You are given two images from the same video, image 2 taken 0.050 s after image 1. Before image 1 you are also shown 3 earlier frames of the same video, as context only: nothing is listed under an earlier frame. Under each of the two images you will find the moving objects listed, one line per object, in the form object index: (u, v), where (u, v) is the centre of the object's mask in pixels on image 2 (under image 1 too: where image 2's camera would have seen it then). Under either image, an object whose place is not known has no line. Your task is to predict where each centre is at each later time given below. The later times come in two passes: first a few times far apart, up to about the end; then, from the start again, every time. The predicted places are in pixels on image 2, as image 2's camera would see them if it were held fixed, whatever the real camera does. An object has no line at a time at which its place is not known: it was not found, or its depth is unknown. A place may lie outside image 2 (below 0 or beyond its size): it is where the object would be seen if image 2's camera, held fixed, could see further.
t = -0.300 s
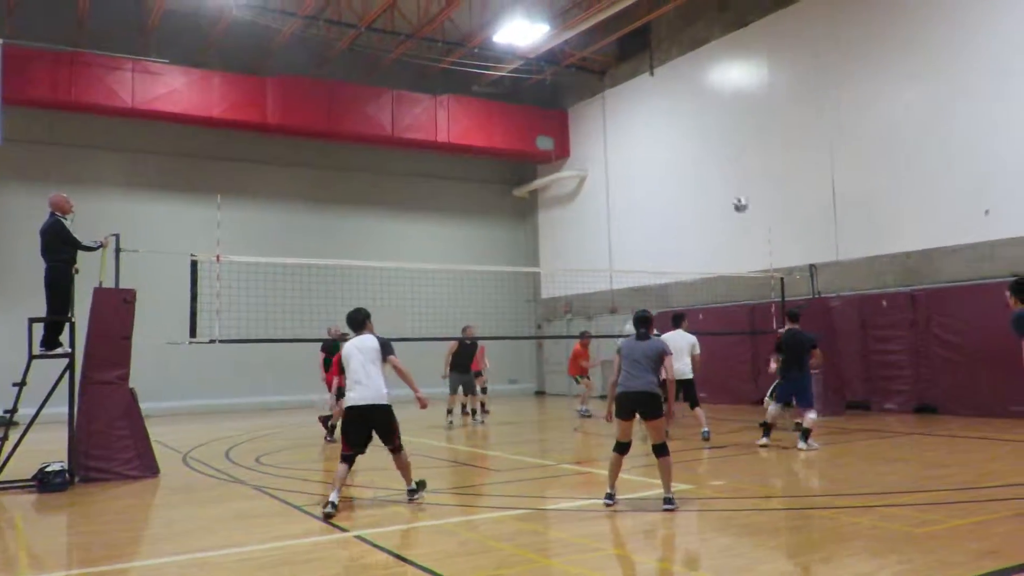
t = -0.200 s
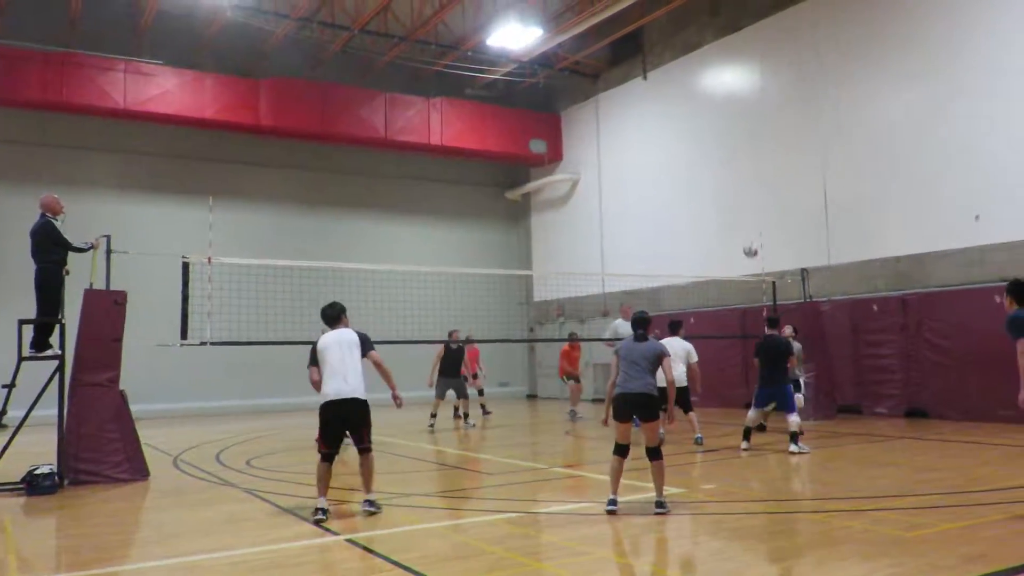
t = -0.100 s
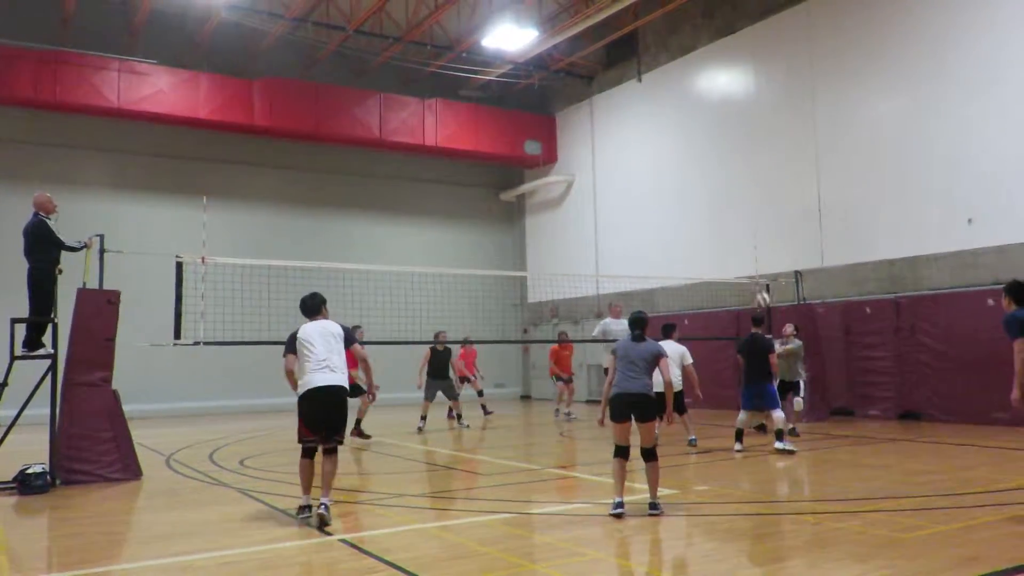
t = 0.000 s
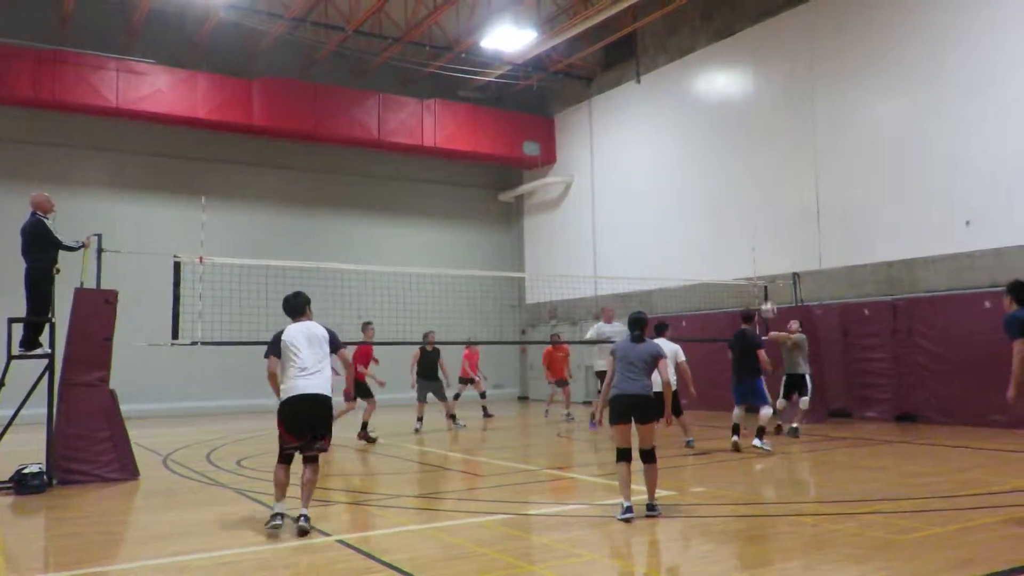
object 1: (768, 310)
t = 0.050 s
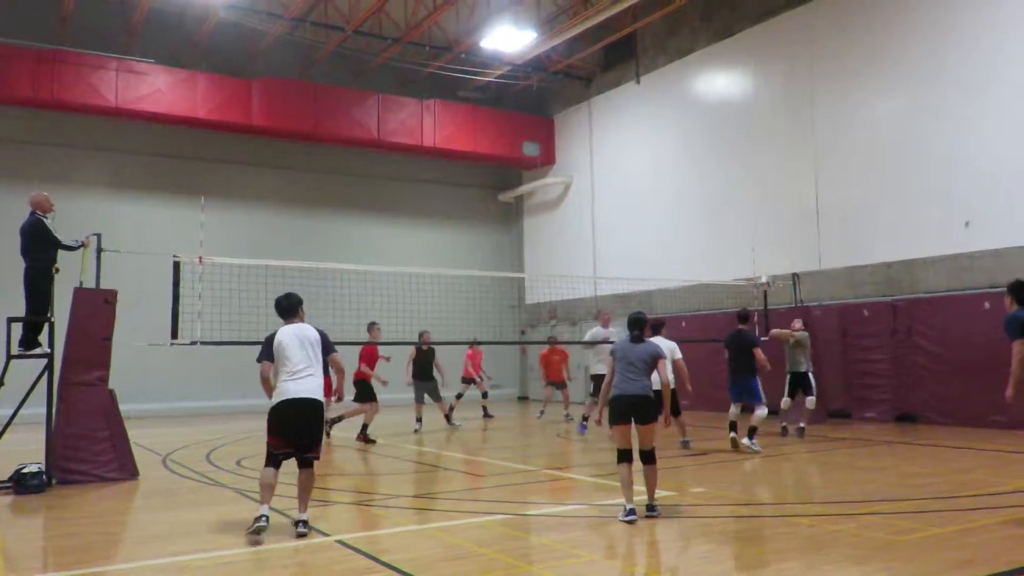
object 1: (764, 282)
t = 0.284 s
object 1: (746, 184)
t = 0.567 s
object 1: (726, 117)
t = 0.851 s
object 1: (710, 104)
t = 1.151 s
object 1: (694, 150)
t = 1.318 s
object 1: (688, 201)
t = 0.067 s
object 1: (762, 276)
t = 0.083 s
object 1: (761, 268)
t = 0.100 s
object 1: (760, 260)
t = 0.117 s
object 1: (759, 252)
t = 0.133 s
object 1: (758, 244)
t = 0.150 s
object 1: (756, 236)
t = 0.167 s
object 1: (755, 228)
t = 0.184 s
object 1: (754, 221)
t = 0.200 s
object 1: (752, 215)
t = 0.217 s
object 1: (751, 208)
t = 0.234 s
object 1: (749, 202)
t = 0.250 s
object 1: (749, 196)
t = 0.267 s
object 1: (748, 190)
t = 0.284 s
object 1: (746, 184)
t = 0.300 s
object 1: (745, 178)
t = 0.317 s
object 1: (744, 172)
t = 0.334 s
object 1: (743, 167)
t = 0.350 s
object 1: (742, 163)
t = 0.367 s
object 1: (741, 158)
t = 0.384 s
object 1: (740, 153)
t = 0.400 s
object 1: (738, 149)
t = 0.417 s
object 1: (737, 145)
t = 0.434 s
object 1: (736, 141)
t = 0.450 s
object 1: (735, 138)
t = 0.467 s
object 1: (734, 134)
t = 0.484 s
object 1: (732, 131)
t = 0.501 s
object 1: (731, 128)
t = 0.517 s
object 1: (730, 125)
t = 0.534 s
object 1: (729, 122)
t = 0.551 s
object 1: (728, 120)
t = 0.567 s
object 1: (726, 117)
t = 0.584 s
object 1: (725, 115)
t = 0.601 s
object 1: (724, 113)
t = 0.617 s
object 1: (723, 110)
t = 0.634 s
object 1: (722, 109)
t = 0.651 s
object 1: (721, 107)
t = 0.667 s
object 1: (720, 106)
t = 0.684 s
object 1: (719, 105)
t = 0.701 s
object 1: (718, 104)
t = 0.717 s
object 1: (718, 103)
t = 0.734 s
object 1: (717, 103)
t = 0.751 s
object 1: (716, 102)
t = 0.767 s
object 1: (715, 102)
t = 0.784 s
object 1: (714, 102)
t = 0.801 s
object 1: (713, 102)
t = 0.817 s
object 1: (712, 103)
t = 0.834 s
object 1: (711, 104)
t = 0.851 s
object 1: (710, 104)
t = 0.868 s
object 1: (709, 105)
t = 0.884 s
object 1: (708, 107)
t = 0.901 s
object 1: (707, 108)
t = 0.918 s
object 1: (706, 109)
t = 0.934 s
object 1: (705, 111)
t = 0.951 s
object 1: (704, 113)
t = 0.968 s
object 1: (703, 115)
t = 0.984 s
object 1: (702, 118)
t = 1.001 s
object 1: (702, 120)
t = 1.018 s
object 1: (701, 123)
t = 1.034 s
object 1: (700, 125)
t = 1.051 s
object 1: (699, 128)
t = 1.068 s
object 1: (698, 132)
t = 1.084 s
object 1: (697, 135)
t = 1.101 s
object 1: (697, 138)
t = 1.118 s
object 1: (696, 142)
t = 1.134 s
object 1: (695, 146)
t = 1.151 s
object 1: (694, 150)
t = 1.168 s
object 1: (694, 154)
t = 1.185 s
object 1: (693, 159)
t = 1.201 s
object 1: (692, 164)
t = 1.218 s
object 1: (691, 168)
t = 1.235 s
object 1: (691, 173)
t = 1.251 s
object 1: (690, 179)
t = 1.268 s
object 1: (690, 184)
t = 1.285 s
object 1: (689, 190)
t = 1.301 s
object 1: (688, 195)
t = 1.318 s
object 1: (688, 201)
